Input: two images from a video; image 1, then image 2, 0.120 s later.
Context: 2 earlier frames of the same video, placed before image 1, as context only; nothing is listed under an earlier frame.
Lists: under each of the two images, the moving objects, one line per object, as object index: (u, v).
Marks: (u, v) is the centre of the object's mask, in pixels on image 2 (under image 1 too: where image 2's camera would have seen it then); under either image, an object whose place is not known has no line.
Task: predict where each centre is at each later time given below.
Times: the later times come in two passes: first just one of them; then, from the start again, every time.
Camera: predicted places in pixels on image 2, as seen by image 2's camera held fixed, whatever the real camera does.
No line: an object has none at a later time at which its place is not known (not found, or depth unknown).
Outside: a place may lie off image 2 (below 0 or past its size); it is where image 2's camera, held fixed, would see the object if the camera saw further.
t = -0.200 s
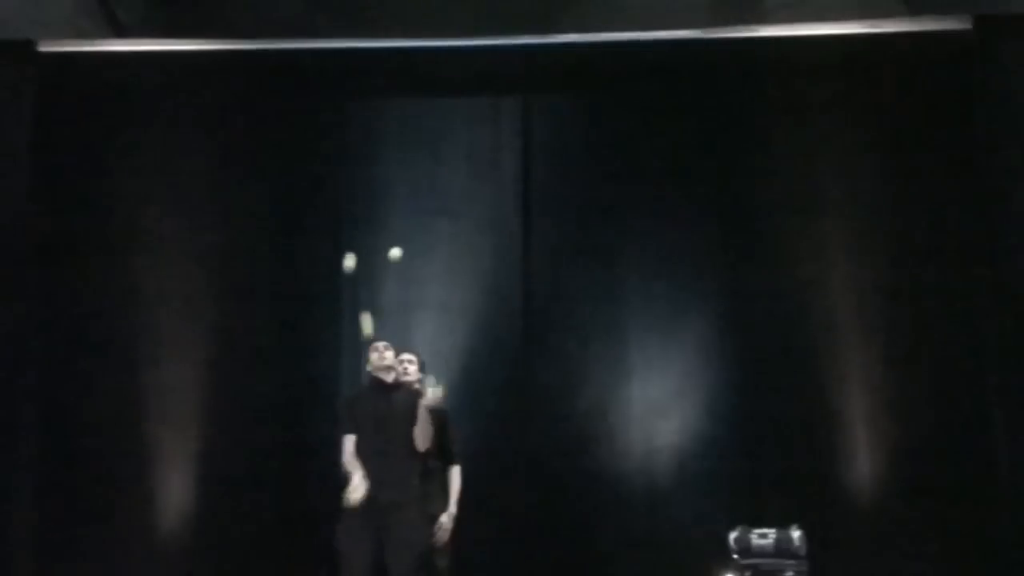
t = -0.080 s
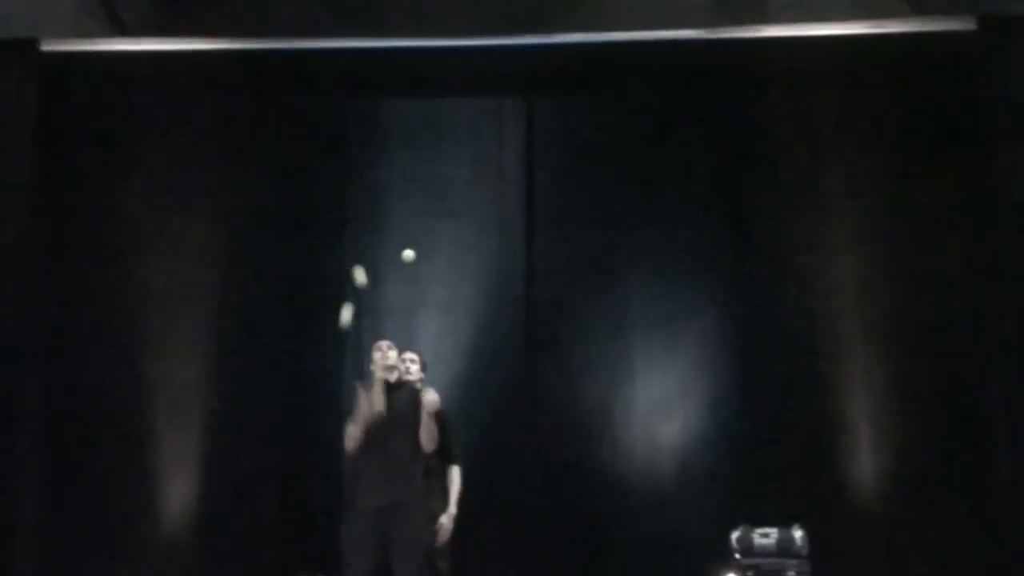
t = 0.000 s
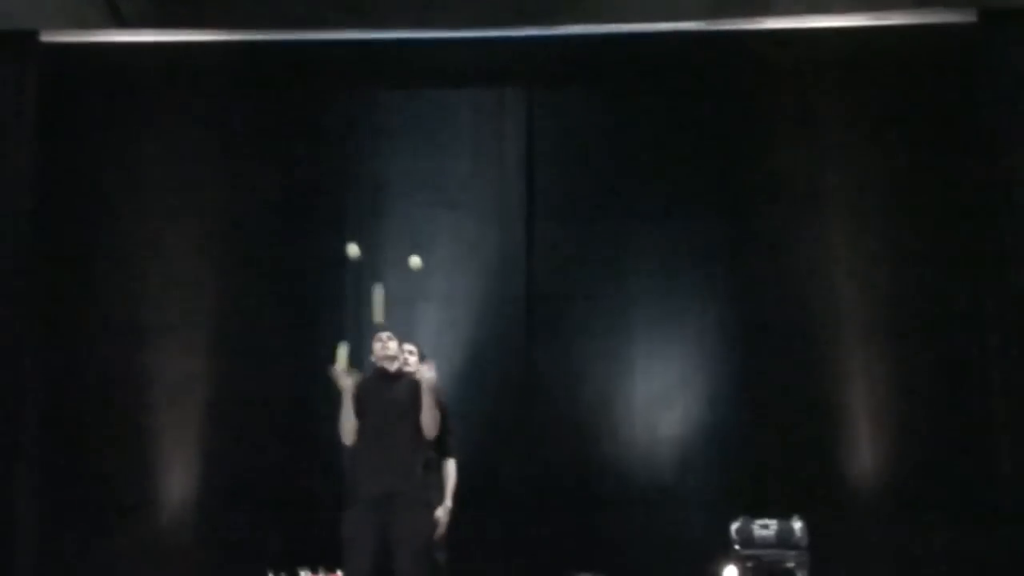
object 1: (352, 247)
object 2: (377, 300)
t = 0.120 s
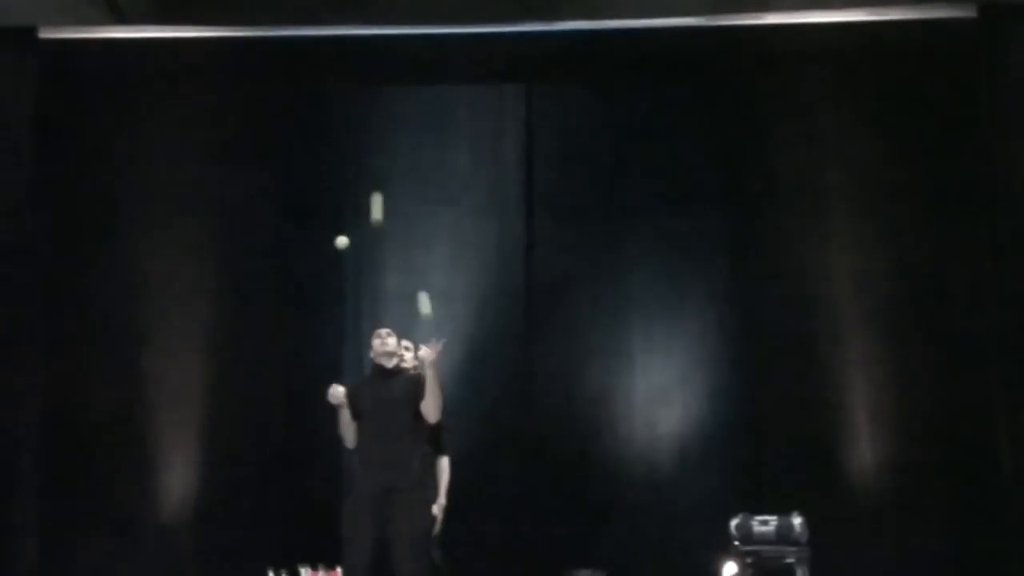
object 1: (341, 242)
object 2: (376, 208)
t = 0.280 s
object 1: (327, 275)
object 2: (375, 125)
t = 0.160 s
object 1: (338, 246)
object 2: (376, 183)
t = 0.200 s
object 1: (335, 253)
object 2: (376, 160)
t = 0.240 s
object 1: (331, 262)
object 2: (375, 141)
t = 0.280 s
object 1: (327, 275)
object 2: (375, 125)
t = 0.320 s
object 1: (324, 291)
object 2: (375, 111)
